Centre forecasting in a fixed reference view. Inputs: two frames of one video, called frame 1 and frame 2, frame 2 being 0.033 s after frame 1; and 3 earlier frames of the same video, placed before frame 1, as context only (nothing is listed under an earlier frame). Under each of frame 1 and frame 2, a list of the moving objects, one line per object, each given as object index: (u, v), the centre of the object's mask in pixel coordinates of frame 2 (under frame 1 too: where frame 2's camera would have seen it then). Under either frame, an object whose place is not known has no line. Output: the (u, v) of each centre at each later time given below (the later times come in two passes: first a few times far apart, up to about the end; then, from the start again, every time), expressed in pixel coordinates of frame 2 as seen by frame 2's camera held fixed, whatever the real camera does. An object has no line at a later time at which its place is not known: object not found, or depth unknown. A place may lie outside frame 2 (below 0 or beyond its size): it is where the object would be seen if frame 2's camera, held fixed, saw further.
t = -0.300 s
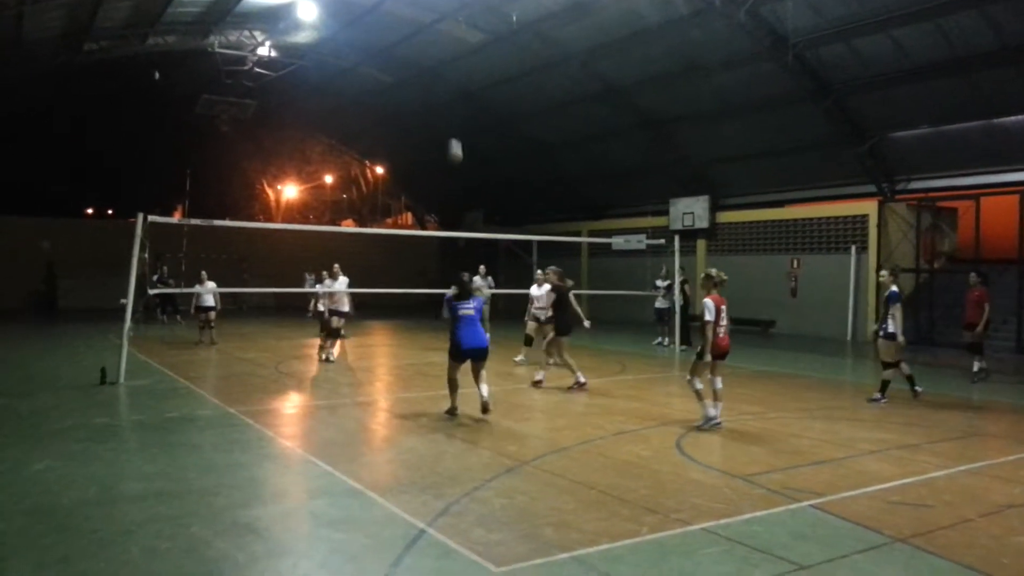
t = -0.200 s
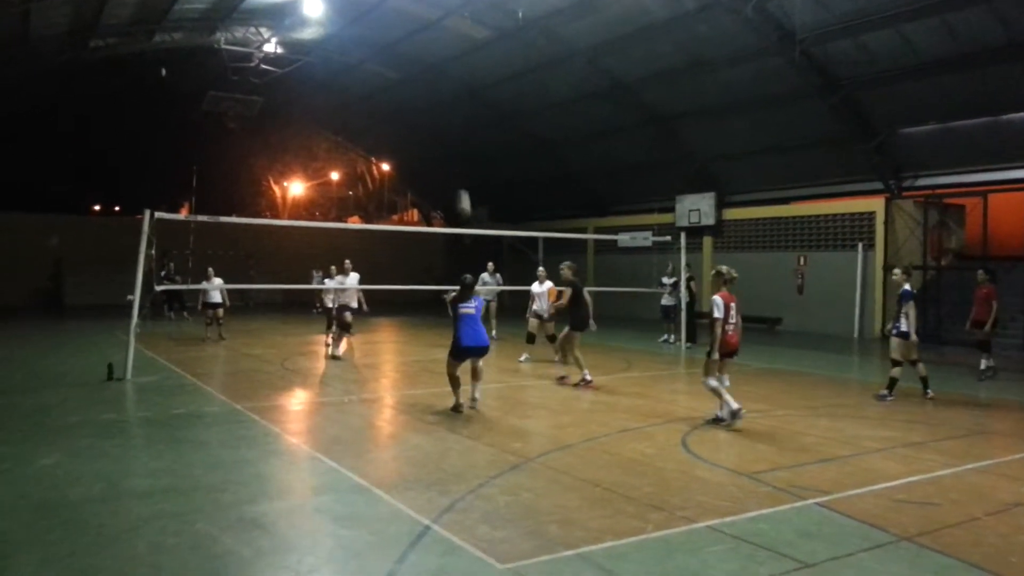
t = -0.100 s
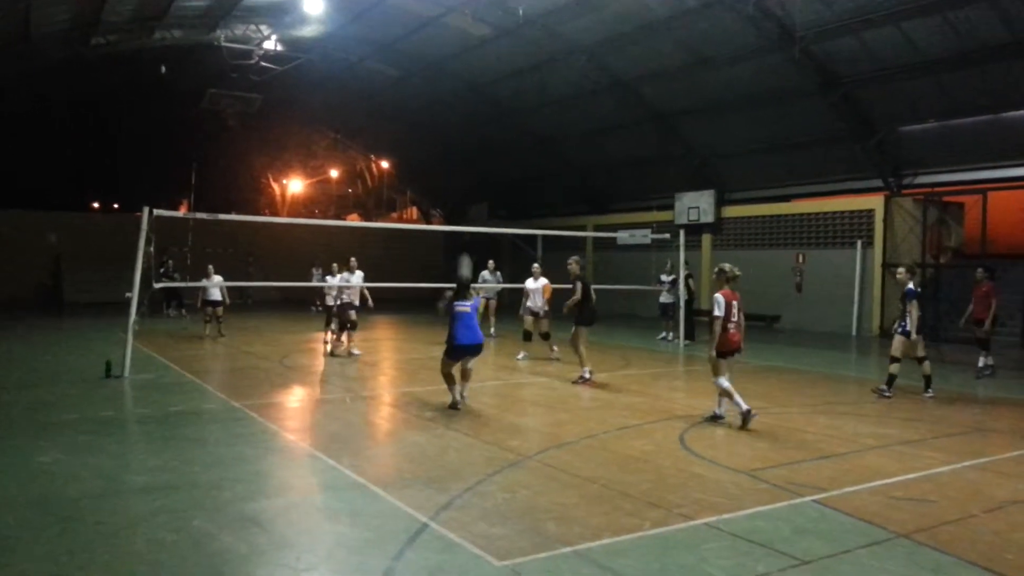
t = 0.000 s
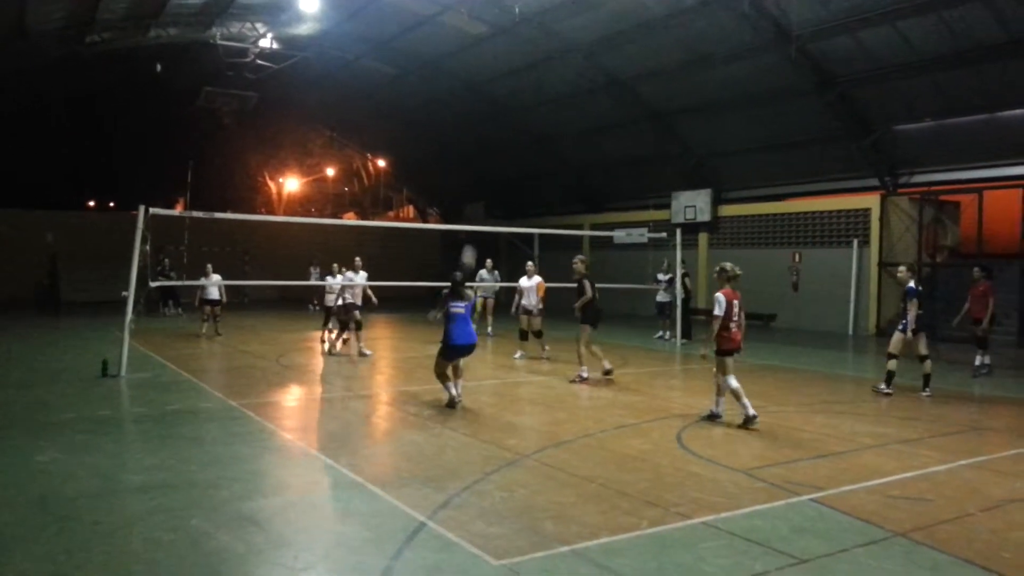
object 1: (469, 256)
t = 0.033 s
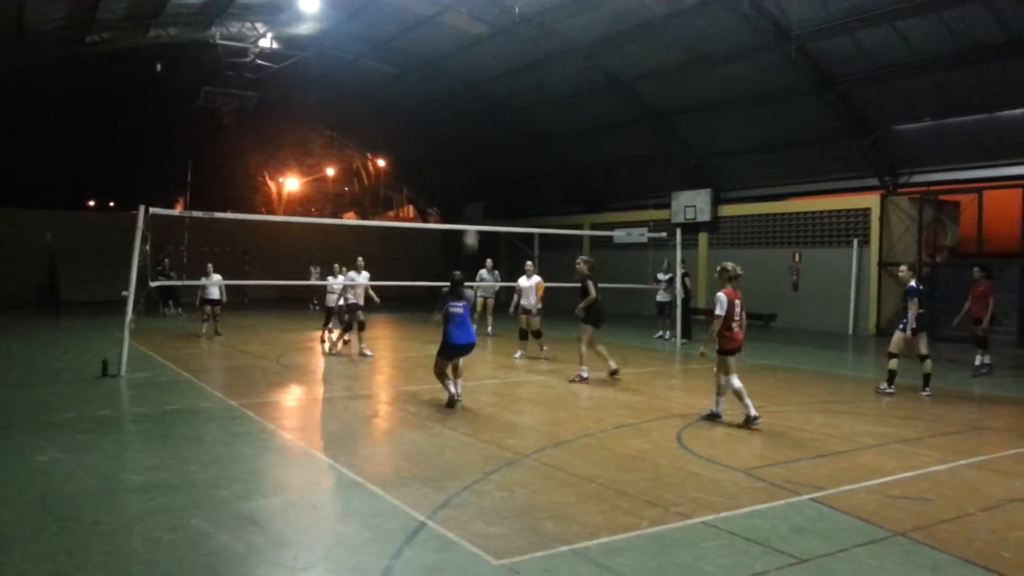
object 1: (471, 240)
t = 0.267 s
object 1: (487, 146)
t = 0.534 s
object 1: (501, 100)
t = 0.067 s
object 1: (474, 220)
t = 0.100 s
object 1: (476, 206)
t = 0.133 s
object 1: (479, 192)
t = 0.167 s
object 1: (481, 179)
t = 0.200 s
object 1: (483, 167)
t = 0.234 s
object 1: (485, 155)
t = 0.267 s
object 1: (487, 146)
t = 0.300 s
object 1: (489, 137)
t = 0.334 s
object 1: (491, 129)
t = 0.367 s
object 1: (492, 122)
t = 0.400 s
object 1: (494, 116)
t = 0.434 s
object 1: (496, 111)
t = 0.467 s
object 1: (498, 107)
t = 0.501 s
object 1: (500, 103)
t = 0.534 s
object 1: (501, 100)
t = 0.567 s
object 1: (502, 98)
